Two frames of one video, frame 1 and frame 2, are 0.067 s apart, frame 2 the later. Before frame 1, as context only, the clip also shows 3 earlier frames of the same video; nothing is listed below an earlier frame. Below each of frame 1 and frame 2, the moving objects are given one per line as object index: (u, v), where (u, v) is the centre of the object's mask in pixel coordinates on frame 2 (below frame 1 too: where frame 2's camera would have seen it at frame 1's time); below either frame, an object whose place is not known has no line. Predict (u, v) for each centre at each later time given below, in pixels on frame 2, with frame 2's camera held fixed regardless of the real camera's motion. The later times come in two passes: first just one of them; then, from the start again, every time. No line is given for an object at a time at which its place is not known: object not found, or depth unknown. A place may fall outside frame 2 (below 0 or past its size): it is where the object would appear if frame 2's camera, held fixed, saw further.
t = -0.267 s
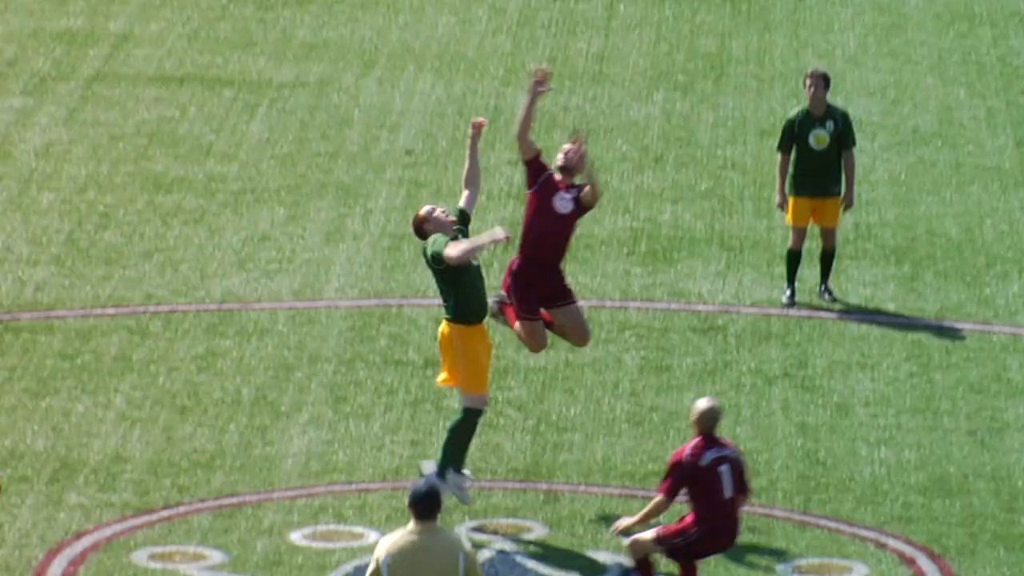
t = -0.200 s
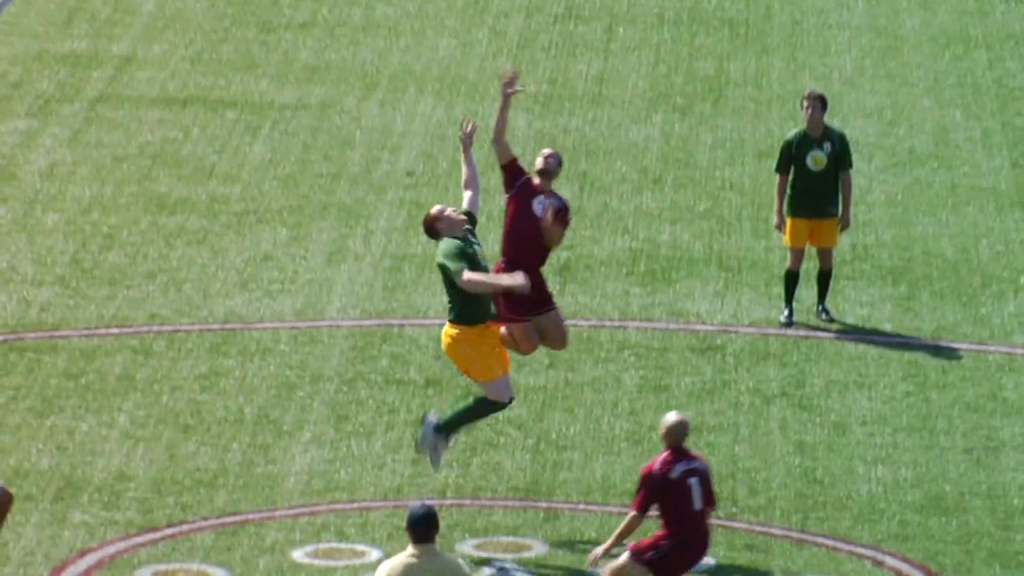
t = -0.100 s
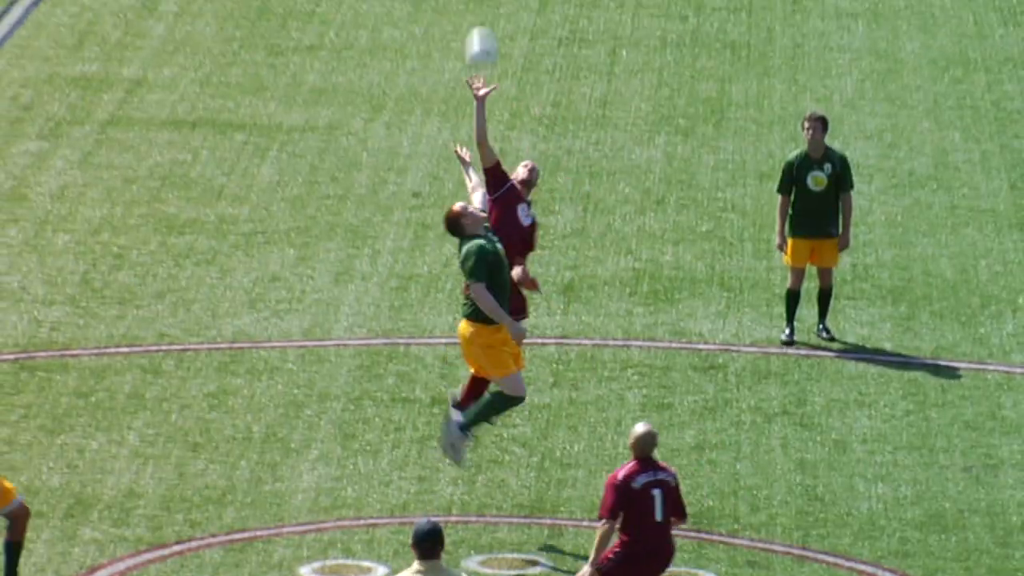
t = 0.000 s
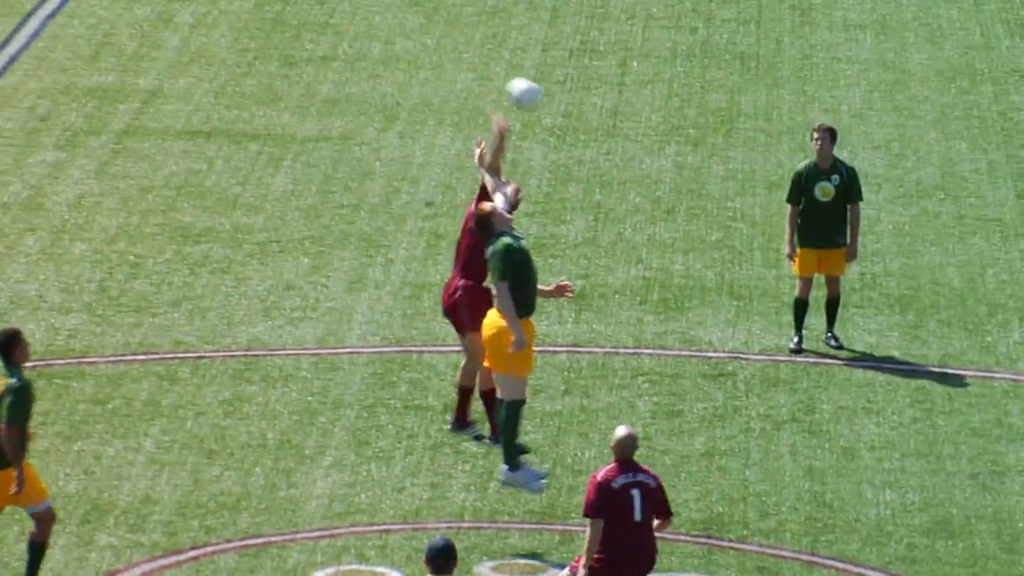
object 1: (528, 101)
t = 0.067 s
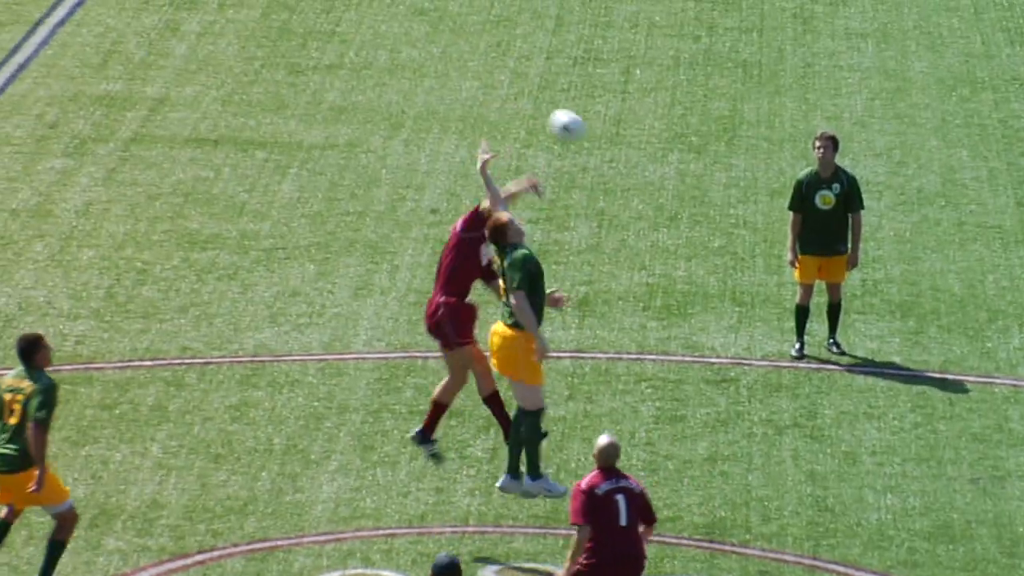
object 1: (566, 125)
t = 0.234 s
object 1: (666, 212)
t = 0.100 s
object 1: (586, 139)
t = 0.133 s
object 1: (606, 155)
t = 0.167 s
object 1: (625, 173)
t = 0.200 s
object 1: (646, 192)
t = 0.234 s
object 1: (666, 212)
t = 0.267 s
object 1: (686, 238)
